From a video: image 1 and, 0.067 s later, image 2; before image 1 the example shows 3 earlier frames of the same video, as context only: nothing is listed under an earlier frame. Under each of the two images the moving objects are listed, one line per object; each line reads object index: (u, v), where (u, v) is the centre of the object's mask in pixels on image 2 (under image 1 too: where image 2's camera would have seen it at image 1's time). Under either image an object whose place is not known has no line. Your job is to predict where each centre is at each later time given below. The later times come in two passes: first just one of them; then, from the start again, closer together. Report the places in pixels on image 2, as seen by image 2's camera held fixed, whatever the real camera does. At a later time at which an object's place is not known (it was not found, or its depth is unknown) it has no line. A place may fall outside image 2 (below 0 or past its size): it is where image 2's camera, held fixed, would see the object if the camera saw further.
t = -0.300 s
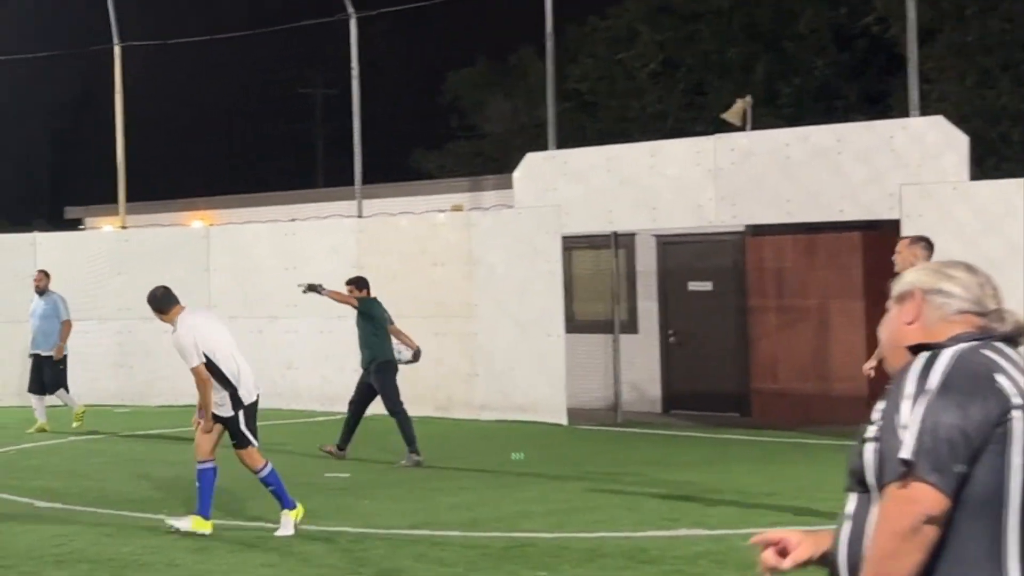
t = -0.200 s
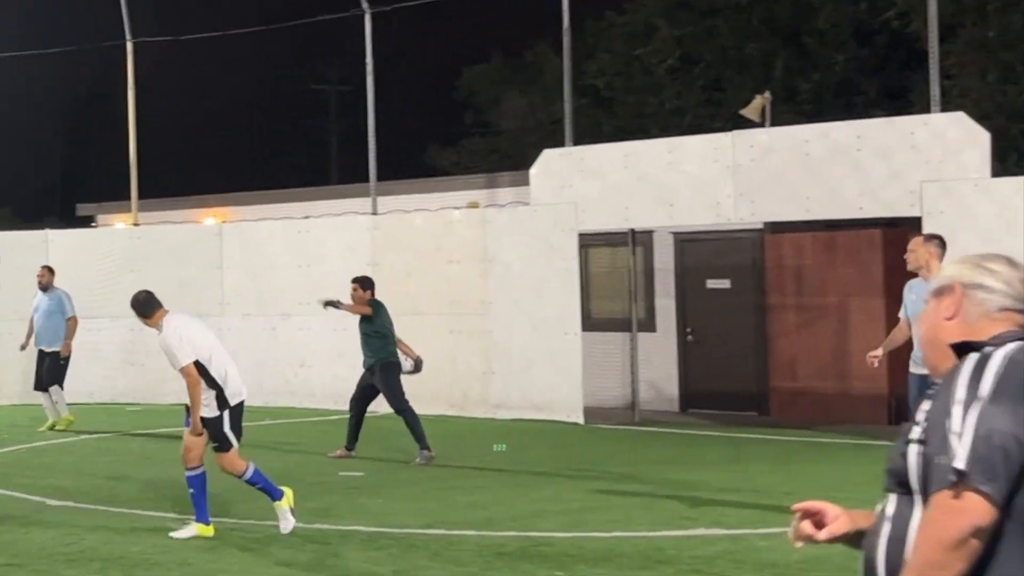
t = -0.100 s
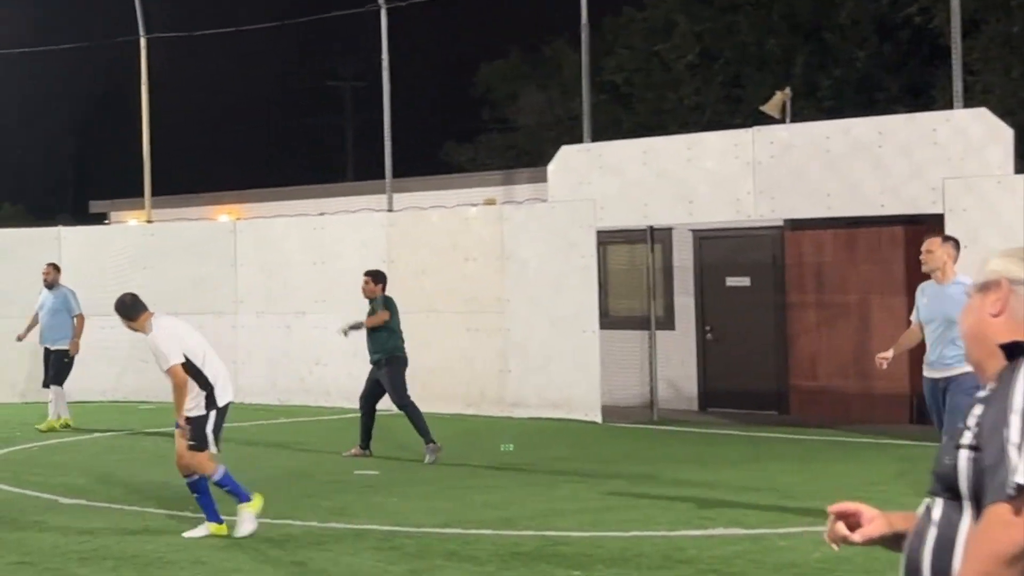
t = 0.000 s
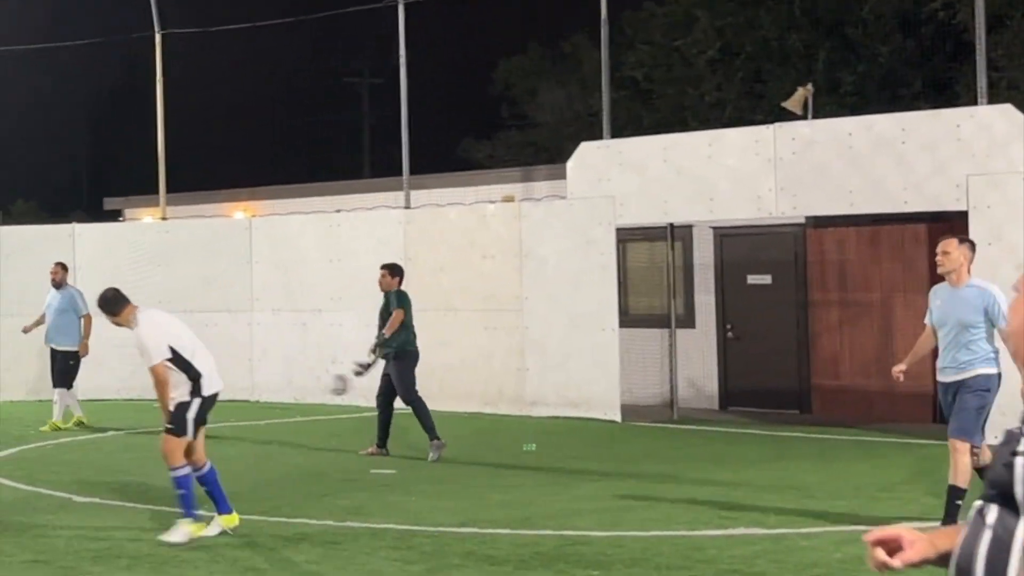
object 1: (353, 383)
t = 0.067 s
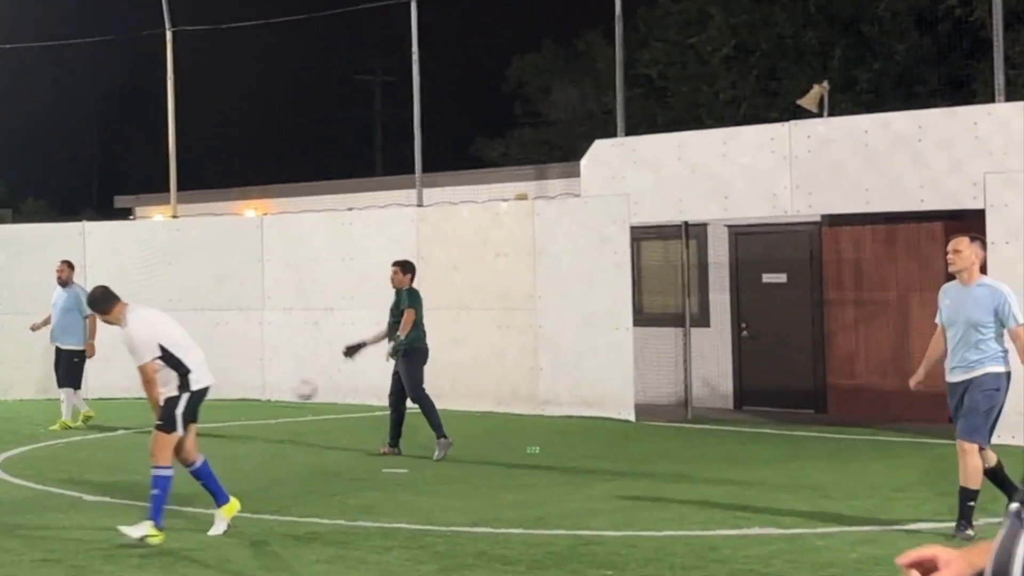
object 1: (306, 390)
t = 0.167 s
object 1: (237, 407)
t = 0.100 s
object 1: (280, 394)
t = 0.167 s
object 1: (237, 407)
